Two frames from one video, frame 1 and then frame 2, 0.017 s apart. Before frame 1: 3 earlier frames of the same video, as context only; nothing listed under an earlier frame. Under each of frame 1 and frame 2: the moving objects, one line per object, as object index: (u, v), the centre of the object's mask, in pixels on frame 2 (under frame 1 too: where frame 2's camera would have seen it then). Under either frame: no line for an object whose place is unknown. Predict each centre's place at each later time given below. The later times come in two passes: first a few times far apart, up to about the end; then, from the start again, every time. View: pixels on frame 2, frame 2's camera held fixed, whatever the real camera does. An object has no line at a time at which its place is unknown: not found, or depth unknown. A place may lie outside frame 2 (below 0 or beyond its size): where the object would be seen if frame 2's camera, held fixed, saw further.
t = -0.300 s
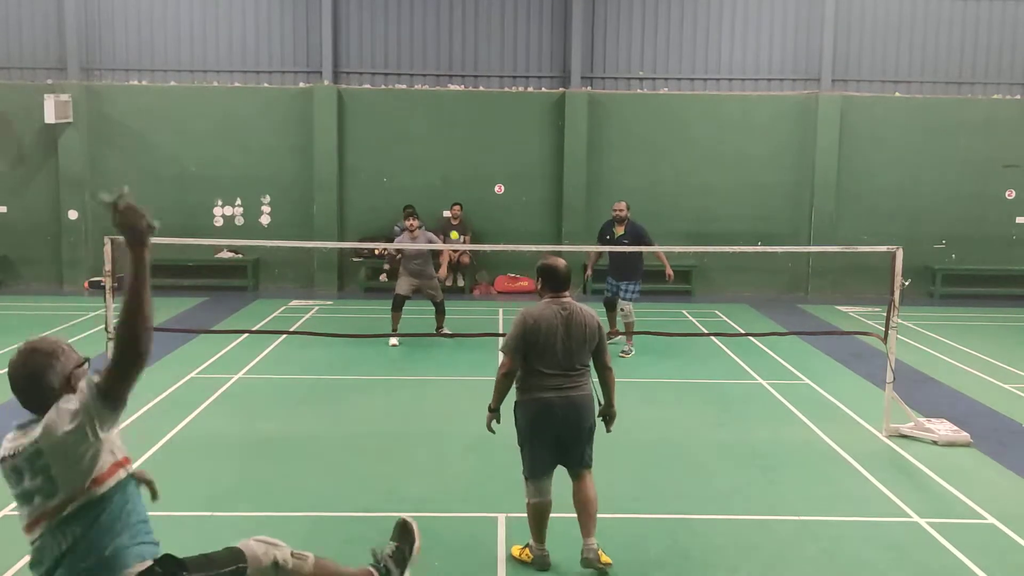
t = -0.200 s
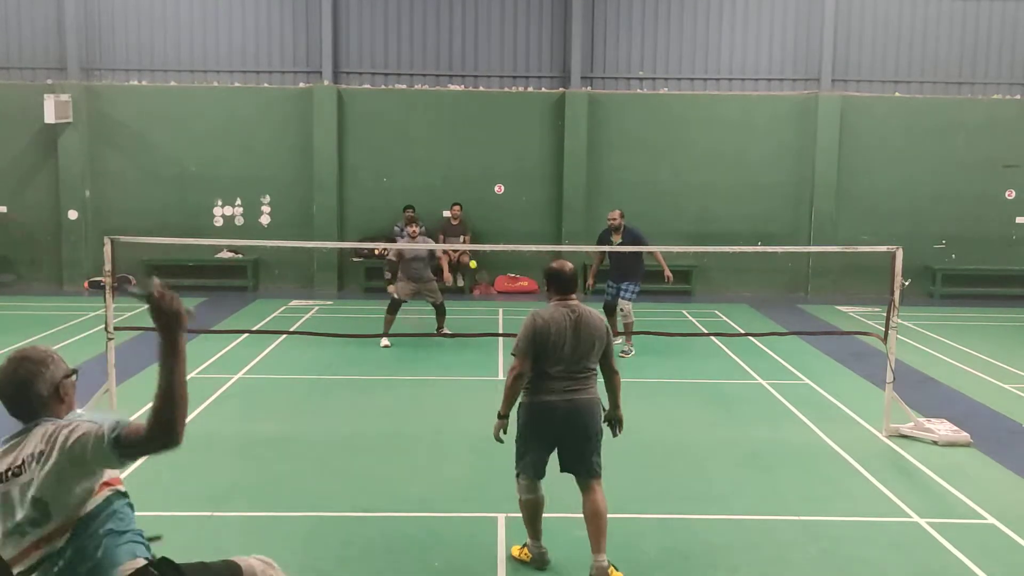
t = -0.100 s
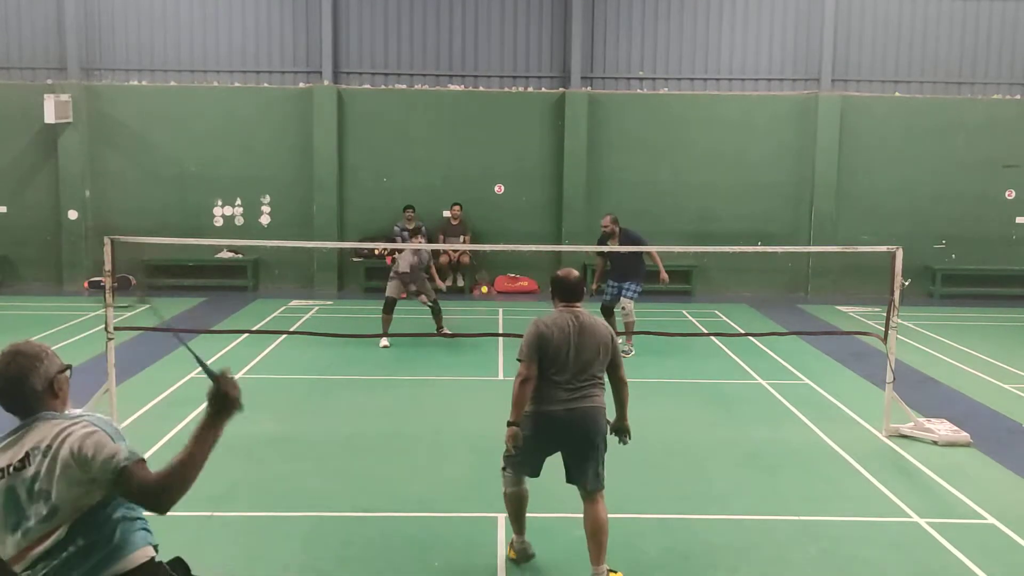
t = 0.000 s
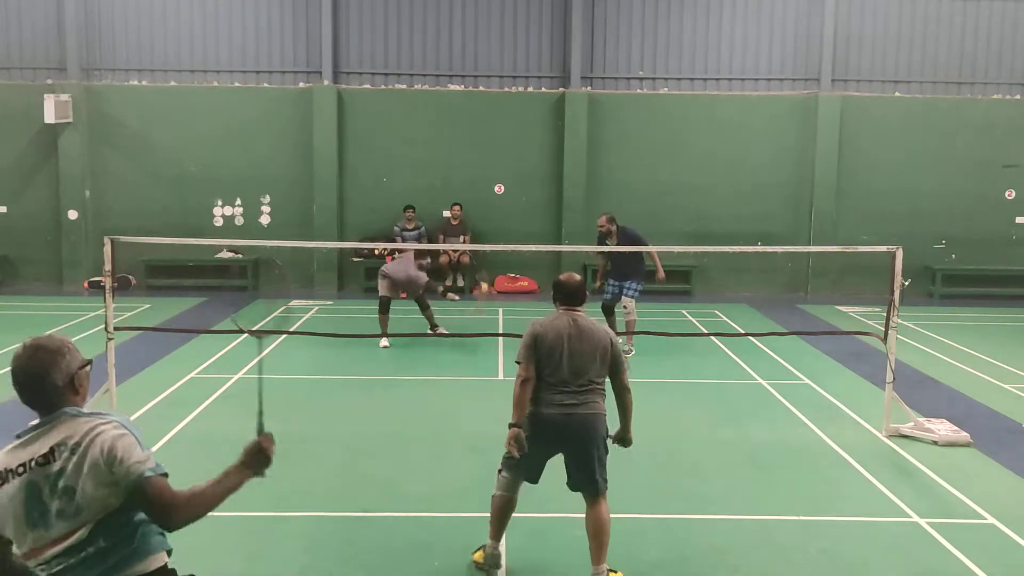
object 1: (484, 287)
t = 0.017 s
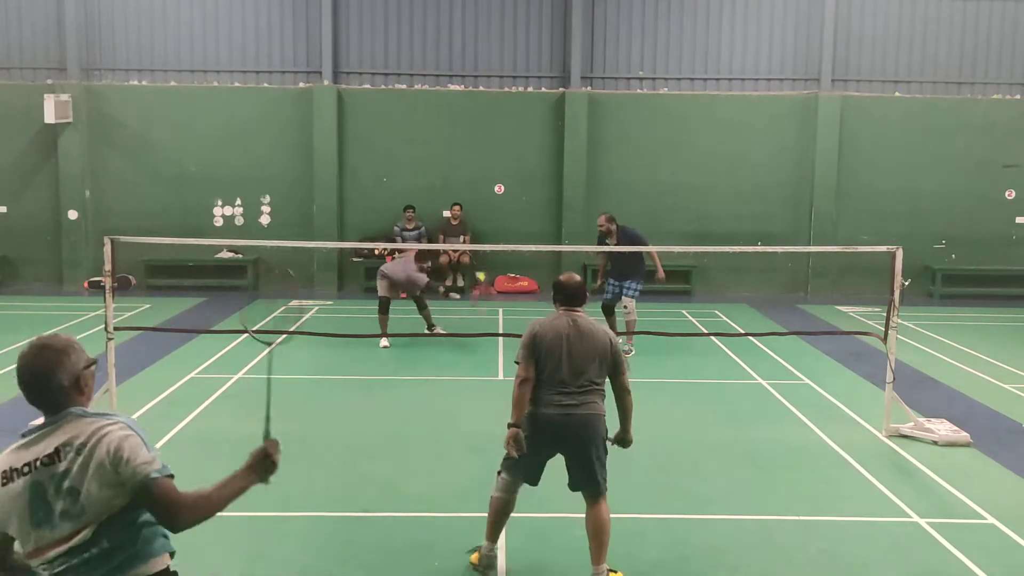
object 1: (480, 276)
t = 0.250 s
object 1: (417, 169)
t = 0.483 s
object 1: (354, 131)
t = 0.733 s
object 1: (279, 184)
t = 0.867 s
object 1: (236, 260)
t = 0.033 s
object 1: (475, 266)
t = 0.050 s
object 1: (467, 257)
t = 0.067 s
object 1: (462, 239)
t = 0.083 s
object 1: (460, 239)
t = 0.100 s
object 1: (456, 231)
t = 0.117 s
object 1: (452, 223)
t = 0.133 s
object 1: (447, 215)
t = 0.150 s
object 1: (443, 207)
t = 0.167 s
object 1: (439, 200)
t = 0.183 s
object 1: (434, 193)
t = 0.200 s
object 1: (430, 186)
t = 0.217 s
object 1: (426, 180)
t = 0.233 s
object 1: (421, 174)
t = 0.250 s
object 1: (417, 169)
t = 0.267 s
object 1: (413, 164)
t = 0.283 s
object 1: (409, 159)
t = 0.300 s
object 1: (404, 155)
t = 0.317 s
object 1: (400, 150)
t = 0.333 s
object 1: (395, 147)
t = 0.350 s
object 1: (390, 144)
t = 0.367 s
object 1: (386, 141)
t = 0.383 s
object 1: (381, 138)
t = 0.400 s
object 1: (376, 136)
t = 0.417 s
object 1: (372, 131)
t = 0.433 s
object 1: (368, 131)
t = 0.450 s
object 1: (363, 131)
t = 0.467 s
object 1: (358, 131)
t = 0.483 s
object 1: (354, 131)
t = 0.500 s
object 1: (349, 131)
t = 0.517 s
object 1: (344, 132)
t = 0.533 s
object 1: (339, 133)
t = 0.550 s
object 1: (334, 135)
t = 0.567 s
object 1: (330, 137)
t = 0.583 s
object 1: (324, 139)
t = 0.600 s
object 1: (319, 142)
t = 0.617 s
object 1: (314, 146)
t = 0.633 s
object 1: (309, 150)
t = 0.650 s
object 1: (304, 154)
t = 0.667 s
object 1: (299, 159)
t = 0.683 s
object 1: (294, 165)
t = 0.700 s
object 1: (289, 171)
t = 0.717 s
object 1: (284, 177)
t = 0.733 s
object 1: (279, 184)
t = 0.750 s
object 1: (273, 192)
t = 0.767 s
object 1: (268, 200)
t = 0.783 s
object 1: (262, 209)
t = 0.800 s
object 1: (256, 218)
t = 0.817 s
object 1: (251, 228)
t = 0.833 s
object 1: (246, 238)
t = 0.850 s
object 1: (241, 250)
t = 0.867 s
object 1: (236, 260)
